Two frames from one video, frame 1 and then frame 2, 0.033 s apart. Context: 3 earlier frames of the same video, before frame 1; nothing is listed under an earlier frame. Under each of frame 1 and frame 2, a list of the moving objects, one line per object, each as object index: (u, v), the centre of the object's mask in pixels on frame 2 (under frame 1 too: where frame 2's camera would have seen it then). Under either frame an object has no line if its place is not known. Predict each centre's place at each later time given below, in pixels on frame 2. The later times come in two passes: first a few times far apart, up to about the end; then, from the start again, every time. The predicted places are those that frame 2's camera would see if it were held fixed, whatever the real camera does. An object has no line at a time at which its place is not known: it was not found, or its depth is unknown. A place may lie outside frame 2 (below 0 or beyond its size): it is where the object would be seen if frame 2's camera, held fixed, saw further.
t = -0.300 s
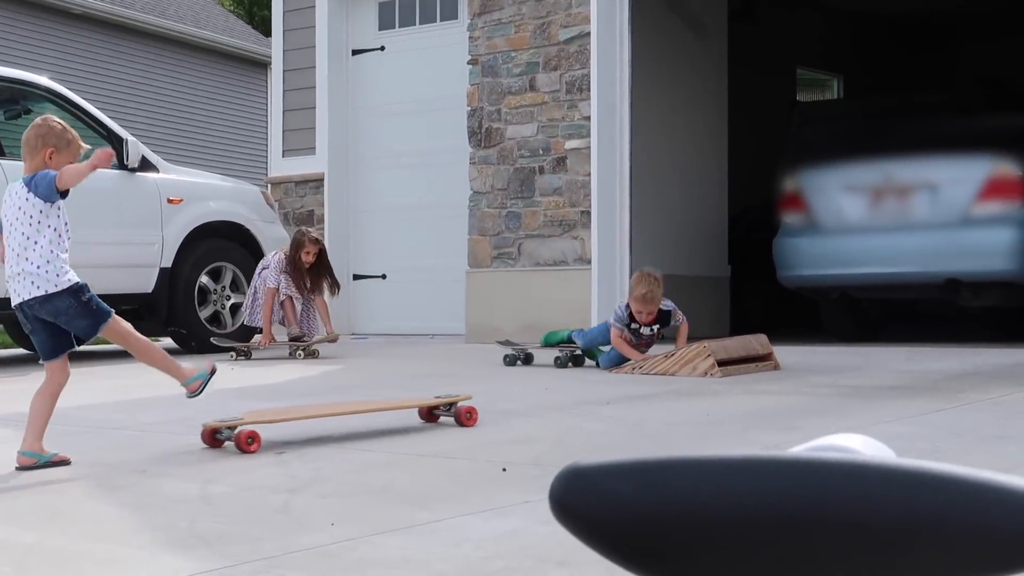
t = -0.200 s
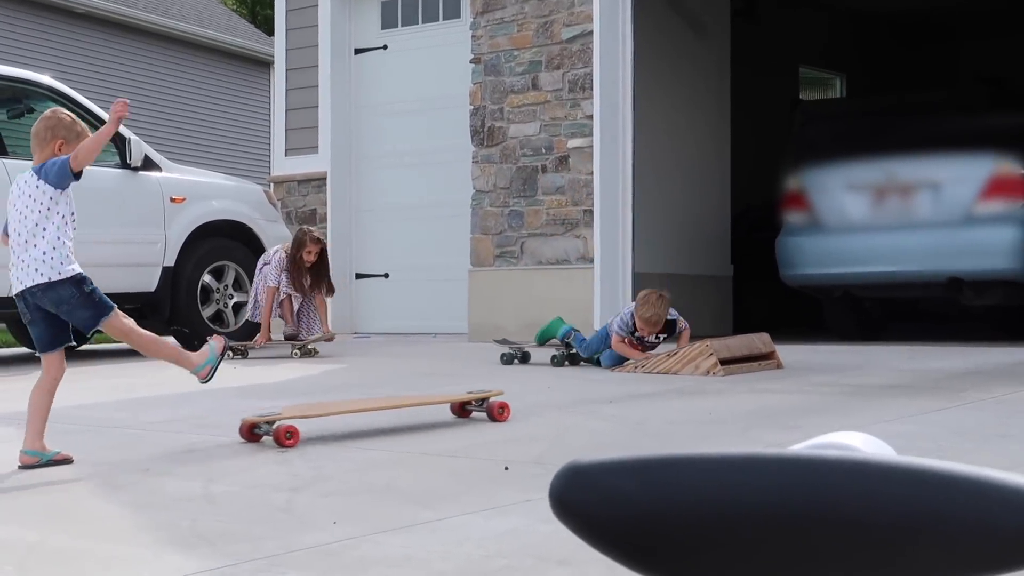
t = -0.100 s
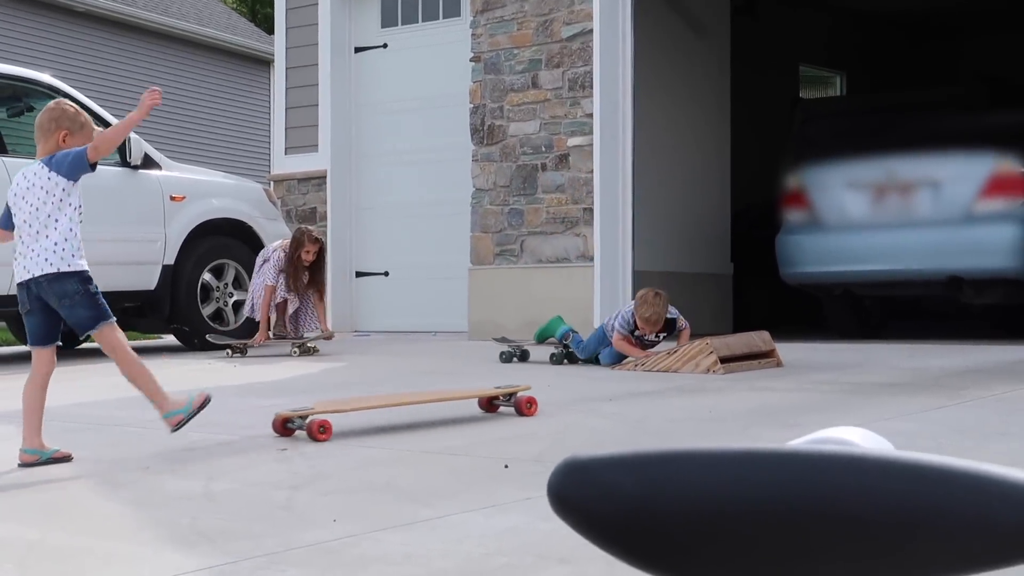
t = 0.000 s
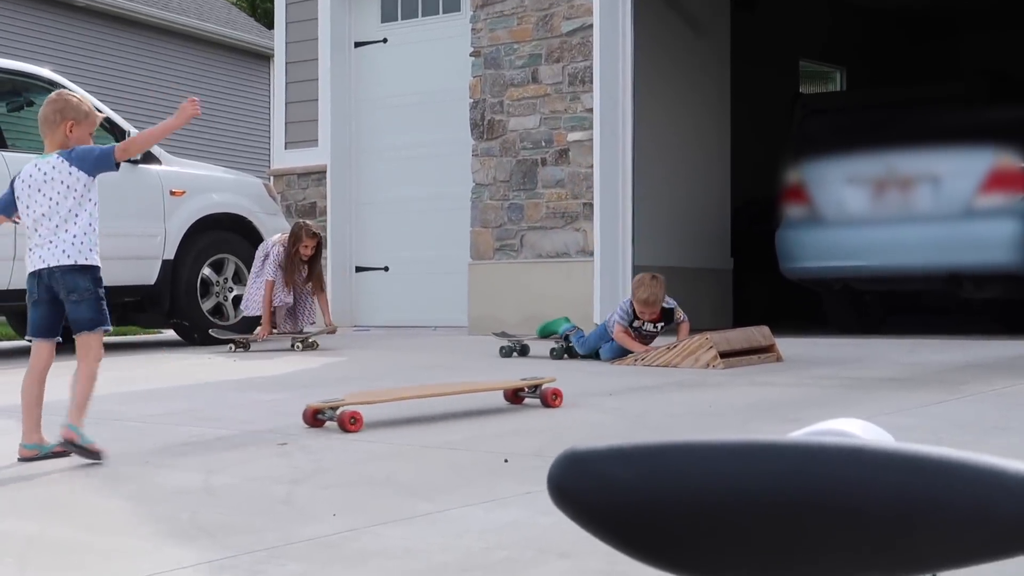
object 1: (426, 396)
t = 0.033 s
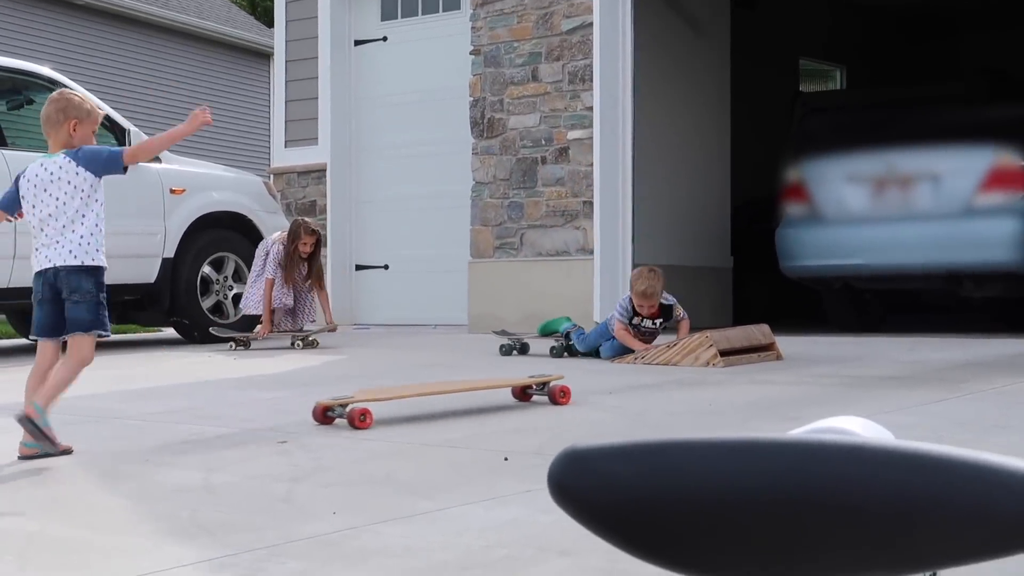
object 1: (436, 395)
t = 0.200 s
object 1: (477, 390)
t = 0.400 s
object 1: (520, 386)
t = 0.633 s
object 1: (562, 381)
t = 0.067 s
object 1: (444, 394)
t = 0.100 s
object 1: (453, 393)
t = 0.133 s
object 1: (461, 392)
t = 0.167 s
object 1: (469, 391)
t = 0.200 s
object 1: (477, 390)
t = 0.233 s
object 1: (485, 389)
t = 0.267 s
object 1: (491, 389)
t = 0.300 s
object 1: (500, 388)
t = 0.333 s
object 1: (507, 387)
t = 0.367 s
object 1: (513, 387)
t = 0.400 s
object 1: (520, 386)
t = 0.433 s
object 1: (527, 385)
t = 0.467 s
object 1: (533, 385)
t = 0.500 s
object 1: (539, 384)
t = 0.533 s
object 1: (546, 383)
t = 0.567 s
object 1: (553, 382)
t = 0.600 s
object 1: (556, 382)
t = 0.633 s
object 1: (562, 381)
